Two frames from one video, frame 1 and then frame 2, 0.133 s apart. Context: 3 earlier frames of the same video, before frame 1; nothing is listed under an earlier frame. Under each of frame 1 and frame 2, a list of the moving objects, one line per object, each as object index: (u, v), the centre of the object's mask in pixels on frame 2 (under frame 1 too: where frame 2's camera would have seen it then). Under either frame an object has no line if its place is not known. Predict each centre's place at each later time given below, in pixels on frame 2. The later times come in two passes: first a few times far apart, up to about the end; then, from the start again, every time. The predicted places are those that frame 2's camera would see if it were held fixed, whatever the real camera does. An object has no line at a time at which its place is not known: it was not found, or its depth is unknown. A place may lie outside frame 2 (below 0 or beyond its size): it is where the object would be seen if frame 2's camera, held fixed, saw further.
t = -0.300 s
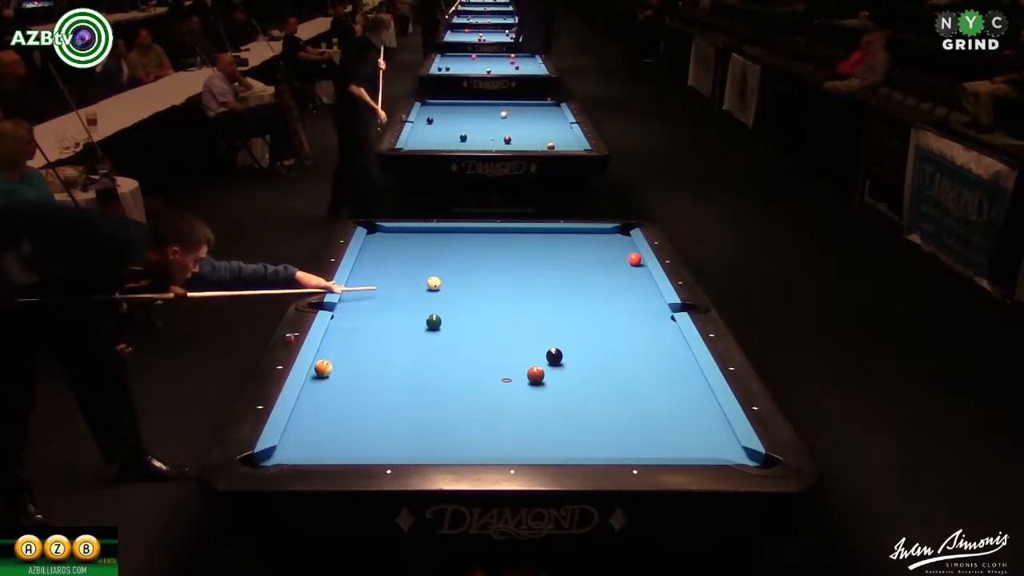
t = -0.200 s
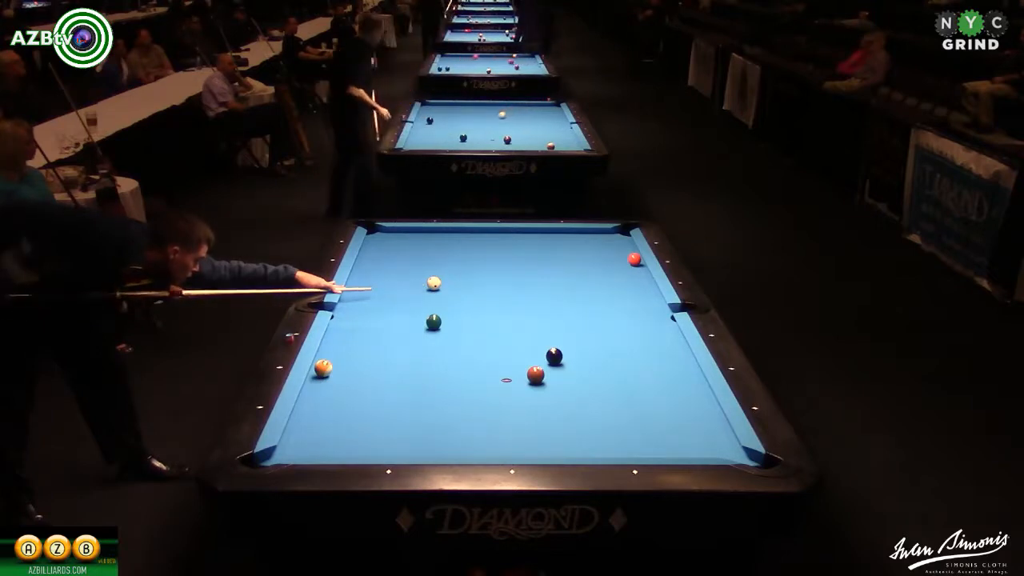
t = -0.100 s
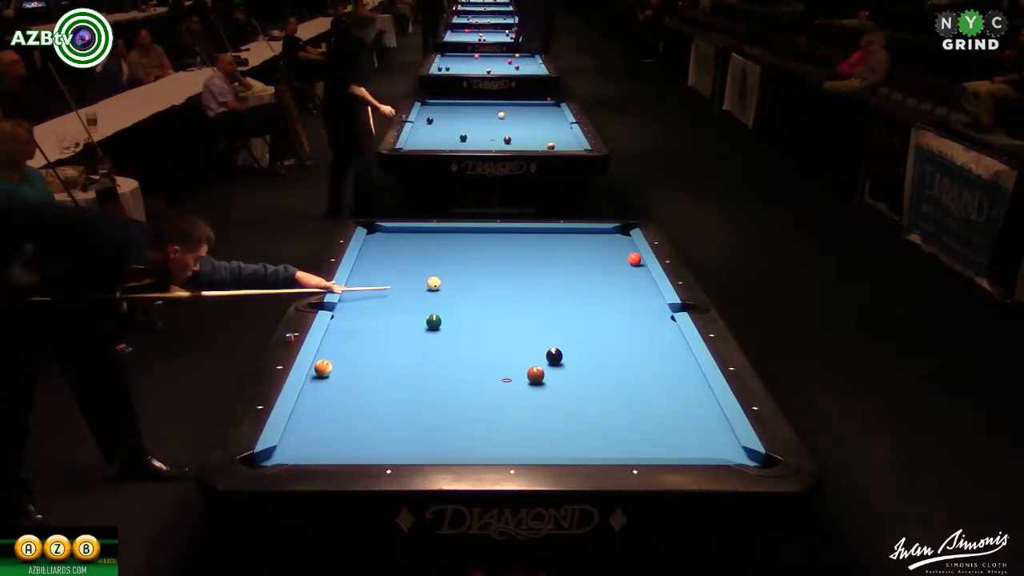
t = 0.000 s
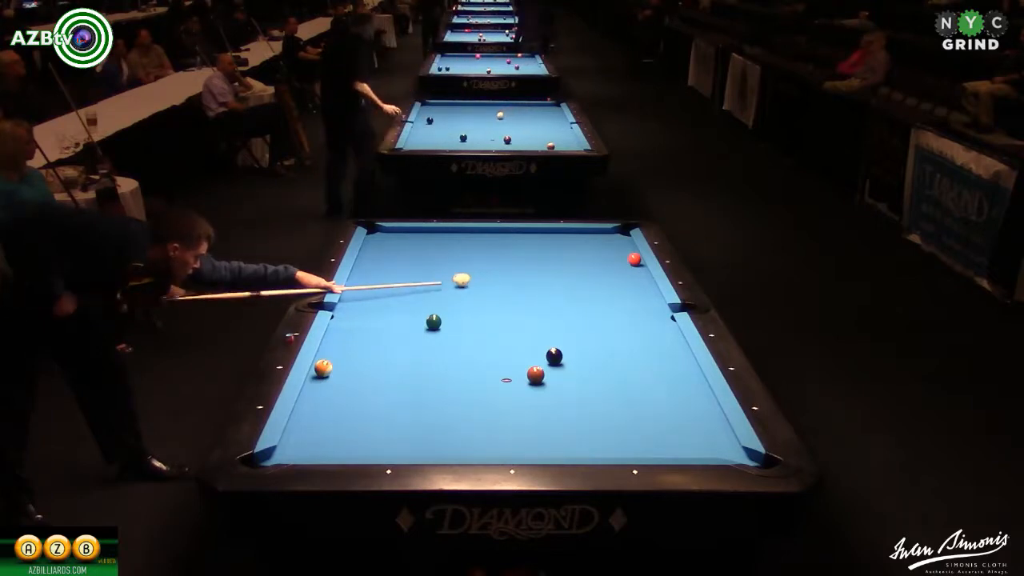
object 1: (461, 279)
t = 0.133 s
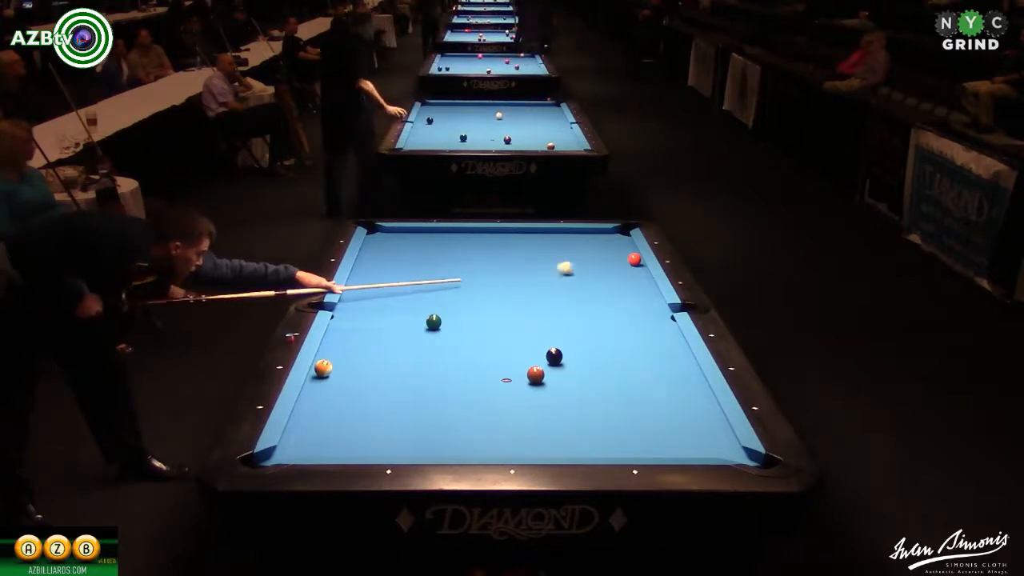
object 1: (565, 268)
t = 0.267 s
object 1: (630, 262)
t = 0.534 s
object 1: (628, 268)
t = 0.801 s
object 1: (614, 274)
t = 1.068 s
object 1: (600, 278)
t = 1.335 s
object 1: (587, 283)
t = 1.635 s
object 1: (572, 289)
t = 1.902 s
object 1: (560, 294)
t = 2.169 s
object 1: (548, 298)
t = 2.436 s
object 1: (536, 302)
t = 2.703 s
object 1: (524, 306)
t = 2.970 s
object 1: (514, 310)
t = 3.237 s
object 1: (504, 313)
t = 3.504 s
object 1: (495, 317)
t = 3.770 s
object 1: (487, 320)
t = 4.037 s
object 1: (480, 322)
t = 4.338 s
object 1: (473, 325)
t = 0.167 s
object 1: (587, 265)
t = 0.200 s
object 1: (610, 263)
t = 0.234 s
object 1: (626, 262)
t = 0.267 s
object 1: (630, 262)
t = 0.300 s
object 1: (634, 263)
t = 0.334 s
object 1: (638, 264)
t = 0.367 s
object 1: (638, 265)
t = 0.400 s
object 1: (635, 266)
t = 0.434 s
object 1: (634, 266)
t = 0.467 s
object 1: (632, 267)
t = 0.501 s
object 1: (630, 268)
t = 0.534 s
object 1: (628, 268)
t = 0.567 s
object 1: (627, 269)
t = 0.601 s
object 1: (625, 270)
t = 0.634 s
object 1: (623, 270)
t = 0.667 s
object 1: (621, 271)
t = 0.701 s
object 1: (620, 272)
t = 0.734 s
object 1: (618, 272)
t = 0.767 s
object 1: (616, 273)
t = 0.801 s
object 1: (614, 274)
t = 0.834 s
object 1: (613, 274)
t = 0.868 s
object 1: (611, 275)
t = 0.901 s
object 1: (609, 276)
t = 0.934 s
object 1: (607, 276)
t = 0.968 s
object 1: (606, 277)
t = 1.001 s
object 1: (604, 277)
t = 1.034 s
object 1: (602, 278)
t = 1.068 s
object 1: (600, 278)
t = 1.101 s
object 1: (599, 279)
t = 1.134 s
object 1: (597, 280)
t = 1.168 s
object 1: (595, 280)
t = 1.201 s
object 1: (594, 281)
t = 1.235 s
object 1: (592, 282)
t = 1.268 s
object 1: (591, 282)
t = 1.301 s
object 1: (589, 283)
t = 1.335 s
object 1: (587, 283)
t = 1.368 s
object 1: (585, 284)
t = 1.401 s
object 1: (584, 284)
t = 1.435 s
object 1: (582, 285)
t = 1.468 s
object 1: (580, 286)
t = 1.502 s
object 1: (579, 287)
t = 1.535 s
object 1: (577, 287)
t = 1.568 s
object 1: (575, 288)
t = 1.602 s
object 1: (574, 288)
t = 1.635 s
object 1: (572, 289)
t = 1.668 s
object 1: (571, 290)
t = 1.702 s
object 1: (569, 290)
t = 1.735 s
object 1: (568, 291)
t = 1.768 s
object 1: (566, 291)
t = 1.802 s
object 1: (564, 291)
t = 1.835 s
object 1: (563, 292)
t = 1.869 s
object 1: (562, 293)
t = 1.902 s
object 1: (560, 294)
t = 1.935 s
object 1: (558, 294)
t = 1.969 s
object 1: (557, 295)
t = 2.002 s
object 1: (555, 295)
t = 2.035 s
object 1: (554, 296)
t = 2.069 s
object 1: (552, 296)
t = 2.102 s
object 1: (550, 297)
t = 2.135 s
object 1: (549, 297)
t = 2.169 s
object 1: (548, 298)
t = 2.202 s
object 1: (546, 298)
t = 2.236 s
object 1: (545, 299)
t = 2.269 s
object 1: (543, 299)
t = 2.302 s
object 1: (541, 300)
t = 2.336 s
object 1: (540, 301)
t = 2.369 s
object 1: (539, 301)
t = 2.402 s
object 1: (537, 302)
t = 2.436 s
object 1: (536, 302)
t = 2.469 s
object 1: (534, 303)
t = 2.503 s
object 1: (533, 303)
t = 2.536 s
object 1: (531, 303)
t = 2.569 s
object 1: (530, 304)
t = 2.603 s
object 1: (529, 304)
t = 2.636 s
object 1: (527, 305)
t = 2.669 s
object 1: (526, 305)
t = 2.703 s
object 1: (524, 306)
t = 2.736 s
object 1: (523, 306)
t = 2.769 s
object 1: (522, 307)
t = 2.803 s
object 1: (520, 307)
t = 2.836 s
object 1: (519, 308)
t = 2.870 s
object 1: (518, 308)
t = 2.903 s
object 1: (516, 309)
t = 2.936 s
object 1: (515, 309)
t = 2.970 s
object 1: (514, 310)
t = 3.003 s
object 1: (513, 310)
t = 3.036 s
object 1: (511, 311)
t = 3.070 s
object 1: (510, 311)
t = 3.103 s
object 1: (509, 311)
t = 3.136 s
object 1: (507, 312)
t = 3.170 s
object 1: (507, 312)
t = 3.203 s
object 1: (505, 313)
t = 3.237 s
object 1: (504, 313)
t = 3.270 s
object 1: (503, 314)
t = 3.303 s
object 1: (502, 314)
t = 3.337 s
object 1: (501, 315)
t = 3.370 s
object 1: (500, 315)
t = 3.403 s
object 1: (499, 315)
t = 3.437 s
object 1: (497, 316)
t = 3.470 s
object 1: (496, 316)
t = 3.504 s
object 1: (495, 317)
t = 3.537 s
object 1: (494, 317)
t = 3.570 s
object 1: (493, 317)
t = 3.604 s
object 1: (492, 318)
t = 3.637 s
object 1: (491, 318)
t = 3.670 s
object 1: (490, 318)
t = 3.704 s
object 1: (489, 319)
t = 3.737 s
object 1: (488, 319)
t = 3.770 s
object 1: (487, 320)
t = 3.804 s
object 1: (486, 320)
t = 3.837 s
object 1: (485, 320)
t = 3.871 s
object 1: (484, 321)
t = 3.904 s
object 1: (483, 321)
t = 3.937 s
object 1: (483, 321)
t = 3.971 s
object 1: (482, 321)
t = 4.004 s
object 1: (481, 322)
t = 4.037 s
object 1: (480, 322)
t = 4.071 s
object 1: (479, 322)
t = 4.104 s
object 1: (478, 323)
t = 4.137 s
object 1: (478, 323)
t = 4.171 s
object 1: (477, 323)
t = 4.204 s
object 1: (476, 324)
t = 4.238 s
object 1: (475, 324)
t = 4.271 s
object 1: (474, 324)
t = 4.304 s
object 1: (474, 324)
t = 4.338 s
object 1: (473, 325)
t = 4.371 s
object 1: (472, 325)
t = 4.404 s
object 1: (471, 325)
